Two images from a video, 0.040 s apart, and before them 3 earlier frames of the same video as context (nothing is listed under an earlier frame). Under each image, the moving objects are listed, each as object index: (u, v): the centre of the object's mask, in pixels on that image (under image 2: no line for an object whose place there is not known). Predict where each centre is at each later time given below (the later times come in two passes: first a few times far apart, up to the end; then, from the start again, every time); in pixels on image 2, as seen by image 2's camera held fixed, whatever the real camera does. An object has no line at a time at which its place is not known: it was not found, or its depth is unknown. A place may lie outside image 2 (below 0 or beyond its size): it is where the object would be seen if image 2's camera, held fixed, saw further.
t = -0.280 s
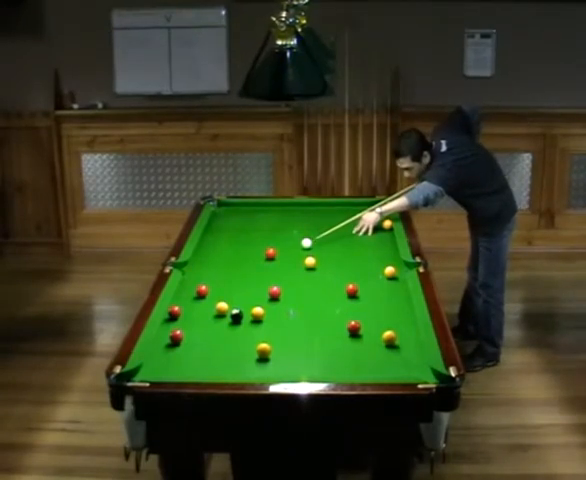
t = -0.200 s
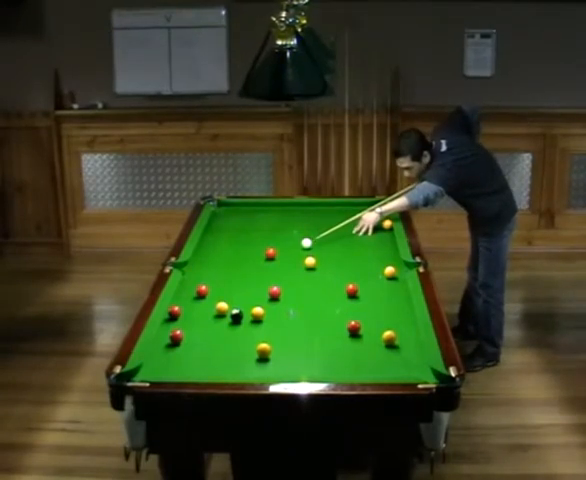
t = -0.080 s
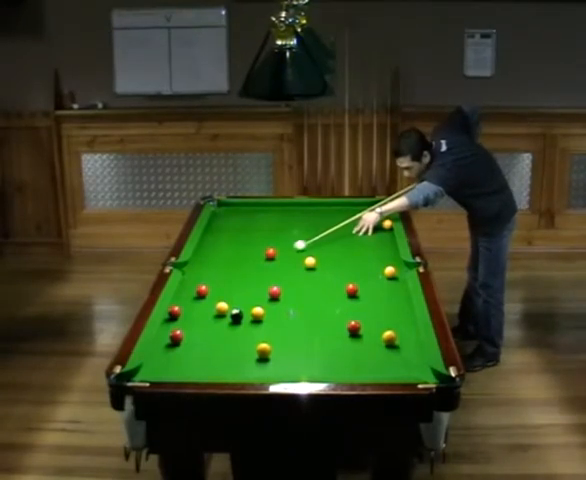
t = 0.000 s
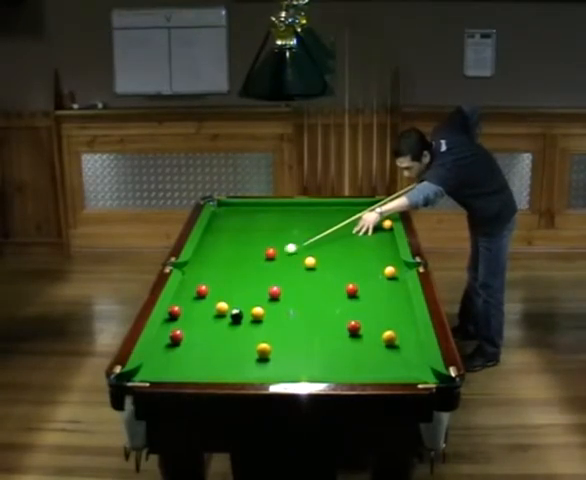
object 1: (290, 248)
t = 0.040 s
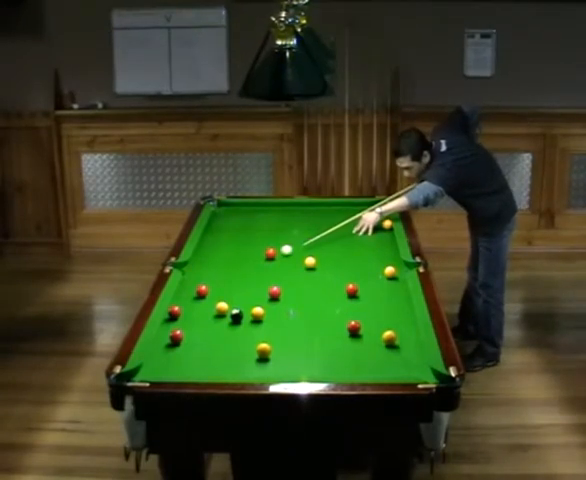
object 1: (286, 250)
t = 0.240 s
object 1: (281, 254)
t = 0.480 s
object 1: (280, 259)
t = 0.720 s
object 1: (280, 264)
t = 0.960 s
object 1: (280, 268)
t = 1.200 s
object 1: (280, 272)
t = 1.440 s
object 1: (280, 275)
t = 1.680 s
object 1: (280, 277)
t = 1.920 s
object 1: (279, 280)
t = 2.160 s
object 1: (279, 282)
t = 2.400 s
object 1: (279, 283)
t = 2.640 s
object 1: (280, 284)
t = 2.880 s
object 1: (280, 285)
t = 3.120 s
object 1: (280, 285)
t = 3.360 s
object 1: (280, 284)
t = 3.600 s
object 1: (280, 285)
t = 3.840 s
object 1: (280, 285)
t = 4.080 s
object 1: (280, 284)
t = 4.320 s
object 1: (280, 284)
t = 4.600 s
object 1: (280, 284)
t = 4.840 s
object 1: (280, 284)
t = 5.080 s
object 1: (280, 284)
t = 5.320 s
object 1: (280, 284)
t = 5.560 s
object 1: (280, 284)
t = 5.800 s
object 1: (280, 284)
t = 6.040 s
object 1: (280, 284)
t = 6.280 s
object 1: (280, 285)
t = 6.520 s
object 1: (280, 284)
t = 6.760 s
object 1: (280, 285)
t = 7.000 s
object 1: (280, 285)
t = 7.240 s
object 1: (280, 285)
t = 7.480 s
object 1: (280, 285)
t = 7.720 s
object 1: (280, 284)
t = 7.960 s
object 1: (280, 285)
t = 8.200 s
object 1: (280, 284)
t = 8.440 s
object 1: (280, 284)
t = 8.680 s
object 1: (280, 284)
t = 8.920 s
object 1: (280, 284)
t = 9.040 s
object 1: (280, 284)
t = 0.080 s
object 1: (282, 251)
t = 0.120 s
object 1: (281, 252)
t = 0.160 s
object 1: (281, 253)
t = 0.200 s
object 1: (281, 254)
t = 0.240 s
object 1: (281, 254)
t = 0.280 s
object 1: (280, 255)
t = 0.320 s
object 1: (281, 256)
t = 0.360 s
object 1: (280, 257)
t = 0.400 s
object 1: (280, 258)
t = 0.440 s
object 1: (280, 258)
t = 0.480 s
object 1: (280, 259)
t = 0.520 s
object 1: (280, 260)
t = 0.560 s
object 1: (280, 261)
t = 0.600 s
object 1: (280, 261)
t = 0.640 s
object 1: (280, 262)
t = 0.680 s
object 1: (280, 263)
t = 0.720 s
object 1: (280, 264)
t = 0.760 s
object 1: (280, 265)
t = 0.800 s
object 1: (280, 265)
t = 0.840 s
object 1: (280, 266)
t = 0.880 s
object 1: (280, 267)
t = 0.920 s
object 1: (280, 267)
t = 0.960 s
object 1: (280, 268)
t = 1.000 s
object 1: (280, 269)
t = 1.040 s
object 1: (280, 269)
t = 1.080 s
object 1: (280, 270)
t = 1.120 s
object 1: (280, 270)
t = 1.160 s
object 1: (280, 271)
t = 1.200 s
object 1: (280, 272)
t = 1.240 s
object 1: (280, 272)
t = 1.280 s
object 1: (280, 273)
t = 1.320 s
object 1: (280, 273)
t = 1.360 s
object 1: (280, 274)
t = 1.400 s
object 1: (280, 275)
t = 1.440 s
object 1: (280, 275)
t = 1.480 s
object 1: (280, 275)
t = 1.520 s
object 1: (280, 276)
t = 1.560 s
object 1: (280, 277)
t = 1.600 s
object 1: (280, 277)
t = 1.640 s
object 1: (280, 277)
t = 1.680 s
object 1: (280, 277)
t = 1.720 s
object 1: (279, 279)
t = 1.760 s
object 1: (279, 278)
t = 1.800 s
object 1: (279, 279)
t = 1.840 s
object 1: (279, 280)
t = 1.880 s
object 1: (279, 280)
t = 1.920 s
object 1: (279, 280)
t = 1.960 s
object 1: (279, 280)
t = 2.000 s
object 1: (279, 281)
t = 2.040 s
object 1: (279, 281)
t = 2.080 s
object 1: (279, 281)
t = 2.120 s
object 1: (279, 282)
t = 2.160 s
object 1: (279, 282)
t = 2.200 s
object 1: (279, 282)
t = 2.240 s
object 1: (279, 282)
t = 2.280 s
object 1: (279, 283)
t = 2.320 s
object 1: (279, 283)
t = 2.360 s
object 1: (279, 283)
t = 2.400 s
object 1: (279, 283)
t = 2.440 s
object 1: (279, 283)
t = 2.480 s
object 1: (279, 283)
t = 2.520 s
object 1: (279, 284)
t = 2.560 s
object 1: (280, 284)
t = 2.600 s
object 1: (280, 284)
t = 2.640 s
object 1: (280, 284)
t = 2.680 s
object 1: (280, 284)
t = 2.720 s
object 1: (280, 284)
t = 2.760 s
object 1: (280, 285)
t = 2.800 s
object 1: (280, 285)
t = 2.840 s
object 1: (280, 284)
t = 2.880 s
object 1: (280, 285)
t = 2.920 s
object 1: (280, 284)
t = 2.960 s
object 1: (280, 285)
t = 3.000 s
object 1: (280, 284)
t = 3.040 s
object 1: (280, 284)
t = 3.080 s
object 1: (280, 285)
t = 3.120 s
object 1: (280, 285)
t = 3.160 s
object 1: (280, 284)
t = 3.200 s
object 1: (280, 284)
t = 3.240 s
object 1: (280, 284)
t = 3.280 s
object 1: (280, 284)
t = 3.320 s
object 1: (280, 284)
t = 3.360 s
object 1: (280, 284)
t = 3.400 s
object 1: (280, 284)
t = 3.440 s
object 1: (280, 284)
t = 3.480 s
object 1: (280, 285)
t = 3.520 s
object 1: (280, 285)
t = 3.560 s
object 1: (280, 284)
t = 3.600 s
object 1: (280, 285)
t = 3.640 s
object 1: (280, 285)
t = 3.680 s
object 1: (280, 284)
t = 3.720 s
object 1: (280, 285)
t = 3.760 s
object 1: (280, 285)
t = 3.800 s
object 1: (280, 285)
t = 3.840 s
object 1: (280, 285)
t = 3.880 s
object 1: (280, 285)
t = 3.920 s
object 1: (280, 284)
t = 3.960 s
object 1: (280, 284)
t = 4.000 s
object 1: (280, 284)
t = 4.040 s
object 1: (280, 285)
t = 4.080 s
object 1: (280, 284)
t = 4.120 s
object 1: (280, 284)
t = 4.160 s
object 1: (280, 284)
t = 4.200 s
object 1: (280, 284)
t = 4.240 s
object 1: (280, 285)
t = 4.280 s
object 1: (280, 285)
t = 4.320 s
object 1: (280, 284)
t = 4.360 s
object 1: (280, 284)
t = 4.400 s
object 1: (280, 284)
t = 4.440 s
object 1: (280, 284)
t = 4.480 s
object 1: (280, 284)
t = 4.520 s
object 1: (280, 284)
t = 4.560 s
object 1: (280, 285)
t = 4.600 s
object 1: (280, 284)
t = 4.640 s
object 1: (280, 284)
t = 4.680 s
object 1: (280, 284)
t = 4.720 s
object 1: (280, 285)
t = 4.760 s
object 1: (280, 284)
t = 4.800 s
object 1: (280, 284)
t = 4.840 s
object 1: (280, 284)
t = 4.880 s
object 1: (280, 284)
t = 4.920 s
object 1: (280, 284)
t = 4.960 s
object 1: (280, 284)
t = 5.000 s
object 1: (280, 284)
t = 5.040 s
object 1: (280, 284)
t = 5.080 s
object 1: (280, 284)
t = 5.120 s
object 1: (280, 284)
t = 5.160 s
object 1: (280, 284)
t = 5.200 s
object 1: (280, 284)
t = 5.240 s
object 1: (280, 284)
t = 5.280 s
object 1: (280, 284)
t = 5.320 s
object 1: (280, 284)
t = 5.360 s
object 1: (280, 284)
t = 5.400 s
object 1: (280, 284)
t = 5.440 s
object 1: (280, 284)
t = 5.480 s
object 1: (280, 284)
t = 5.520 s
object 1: (280, 284)
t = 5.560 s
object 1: (280, 284)
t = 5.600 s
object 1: (280, 285)
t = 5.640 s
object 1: (280, 285)
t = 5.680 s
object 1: (280, 285)
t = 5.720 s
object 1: (280, 284)
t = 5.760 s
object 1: (280, 284)
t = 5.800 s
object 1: (280, 284)
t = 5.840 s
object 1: (280, 285)
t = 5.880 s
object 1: (280, 285)
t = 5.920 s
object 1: (280, 284)
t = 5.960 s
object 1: (280, 284)
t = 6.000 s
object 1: (280, 285)
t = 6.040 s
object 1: (280, 284)
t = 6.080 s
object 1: (280, 284)
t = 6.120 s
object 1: (280, 284)
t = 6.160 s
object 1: (280, 285)
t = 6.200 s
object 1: (280, 285)
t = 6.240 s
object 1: (280, 284)
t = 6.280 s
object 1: (280, 285)
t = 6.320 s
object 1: (280, 285)
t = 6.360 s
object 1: (280, 284)
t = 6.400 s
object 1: (280, 284)
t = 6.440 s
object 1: (280, 284)
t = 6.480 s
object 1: (280, 285)
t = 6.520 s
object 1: (280, 284)
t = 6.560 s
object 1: (280, 284)
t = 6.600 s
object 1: (280, 284)
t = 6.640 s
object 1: (280, 284)
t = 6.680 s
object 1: (280, 284)
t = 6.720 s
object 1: (280, 285)
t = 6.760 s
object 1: (280, 285)
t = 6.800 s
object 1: (280, 285)
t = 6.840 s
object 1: (280, 284)
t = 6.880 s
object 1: (280, 284)
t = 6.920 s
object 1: (280, 285)
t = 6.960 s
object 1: (280, 284)
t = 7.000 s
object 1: (280, 285)
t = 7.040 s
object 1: (280, 284)
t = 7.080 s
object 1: (280, 285)
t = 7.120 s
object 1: (280, 285)
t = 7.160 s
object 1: (280, 284)
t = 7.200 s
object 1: (280, 285)
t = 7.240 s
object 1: (280, 285)
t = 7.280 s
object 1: (280, 285)
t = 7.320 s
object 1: (280, 285)
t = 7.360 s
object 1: (280, 285)
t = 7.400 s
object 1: (280, 284)
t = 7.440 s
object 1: (280, 285)
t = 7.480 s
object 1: (280, 285)
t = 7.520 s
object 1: (280, 285)
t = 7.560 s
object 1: (280, 284)
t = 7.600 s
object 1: (280, 284)
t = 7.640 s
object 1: (280, 285)
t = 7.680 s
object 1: (280, 284)
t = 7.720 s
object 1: (280, 284)
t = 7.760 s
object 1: (280, 285)
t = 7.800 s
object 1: (280, 284)
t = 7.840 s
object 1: (280, 284)
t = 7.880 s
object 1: (280, 285)
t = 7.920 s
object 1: (280, 284)
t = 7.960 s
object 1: (280, 285)
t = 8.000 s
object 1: (280, 284)
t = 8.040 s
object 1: (280, 285)
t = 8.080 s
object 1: (280, 284)
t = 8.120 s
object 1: (280, 284)
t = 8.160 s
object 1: (280, 284)
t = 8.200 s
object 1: (280, 284)
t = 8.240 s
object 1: (280, 284)
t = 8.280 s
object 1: (280, 284)
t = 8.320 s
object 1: (280, 284)
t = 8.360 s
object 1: (280, 284)
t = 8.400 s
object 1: (280, 284)
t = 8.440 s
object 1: (280, 284)
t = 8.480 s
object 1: (280, 284)
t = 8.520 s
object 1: (280, 284)
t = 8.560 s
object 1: (280, 284)
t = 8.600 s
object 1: (280, 284)
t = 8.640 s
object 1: (280, 284)
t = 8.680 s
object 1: (280, 284)
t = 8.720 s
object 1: (280, 284)
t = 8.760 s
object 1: (280, 284)
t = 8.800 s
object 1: (280, 284)
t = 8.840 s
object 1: (280, 284)
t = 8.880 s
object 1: (280, 284)
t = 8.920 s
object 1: (280, 284)
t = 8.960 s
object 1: (280, 284)
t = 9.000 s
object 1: (280, 284)
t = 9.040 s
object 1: (280, 284)
